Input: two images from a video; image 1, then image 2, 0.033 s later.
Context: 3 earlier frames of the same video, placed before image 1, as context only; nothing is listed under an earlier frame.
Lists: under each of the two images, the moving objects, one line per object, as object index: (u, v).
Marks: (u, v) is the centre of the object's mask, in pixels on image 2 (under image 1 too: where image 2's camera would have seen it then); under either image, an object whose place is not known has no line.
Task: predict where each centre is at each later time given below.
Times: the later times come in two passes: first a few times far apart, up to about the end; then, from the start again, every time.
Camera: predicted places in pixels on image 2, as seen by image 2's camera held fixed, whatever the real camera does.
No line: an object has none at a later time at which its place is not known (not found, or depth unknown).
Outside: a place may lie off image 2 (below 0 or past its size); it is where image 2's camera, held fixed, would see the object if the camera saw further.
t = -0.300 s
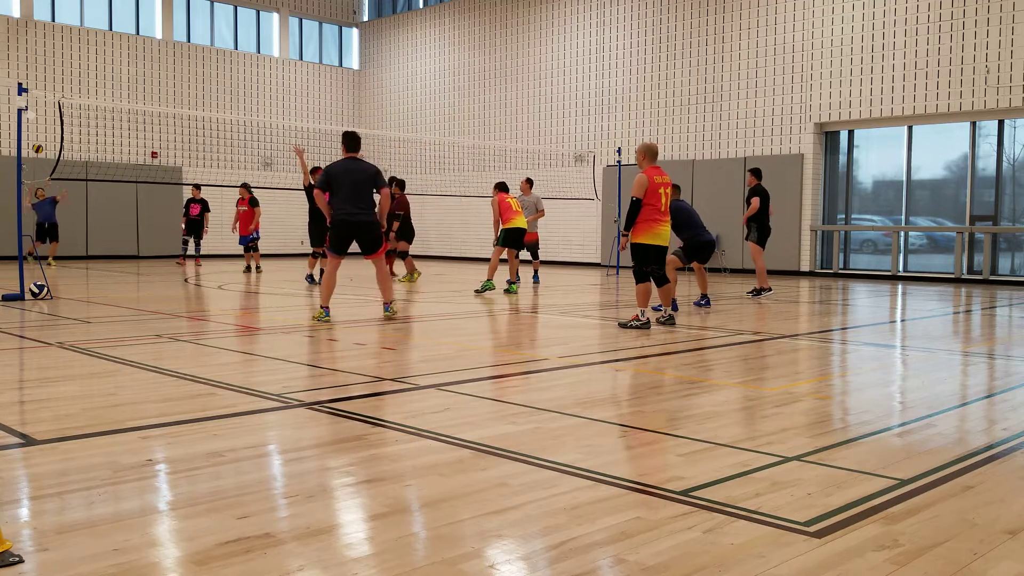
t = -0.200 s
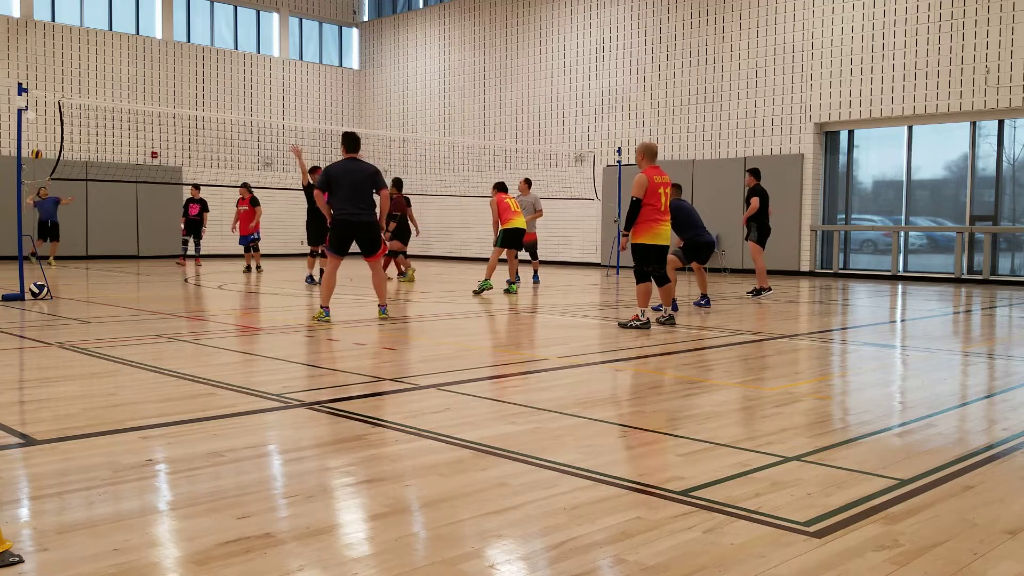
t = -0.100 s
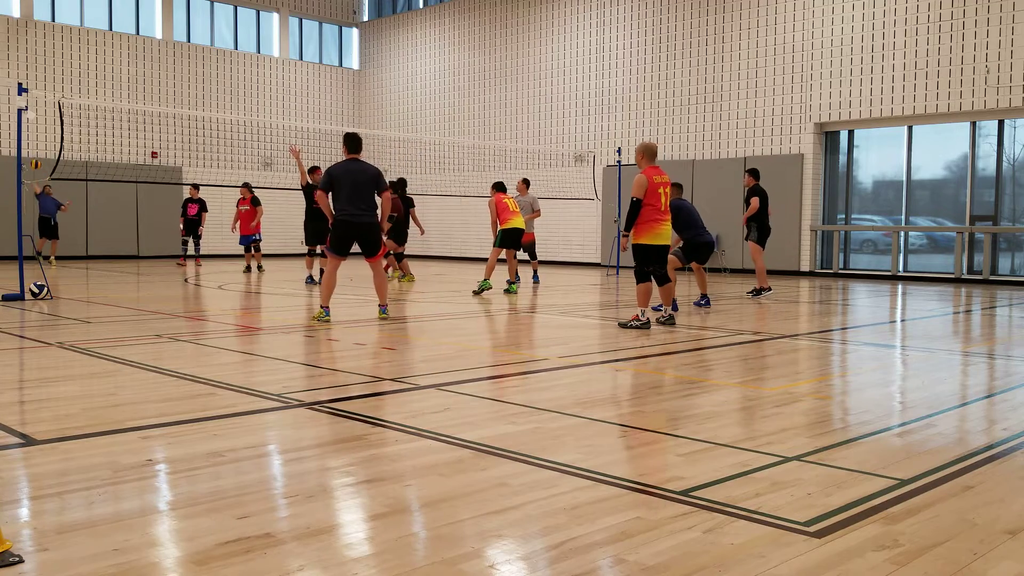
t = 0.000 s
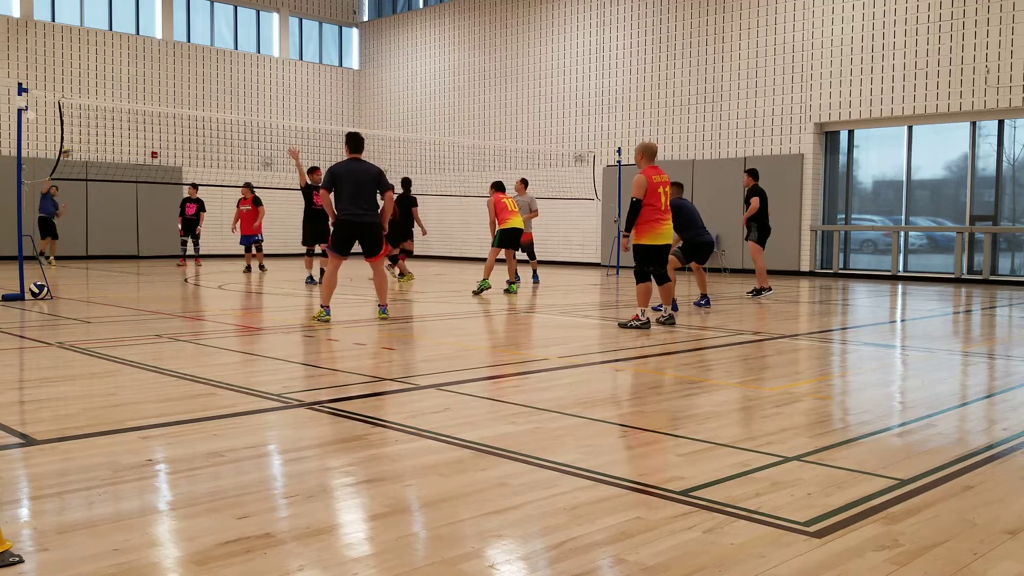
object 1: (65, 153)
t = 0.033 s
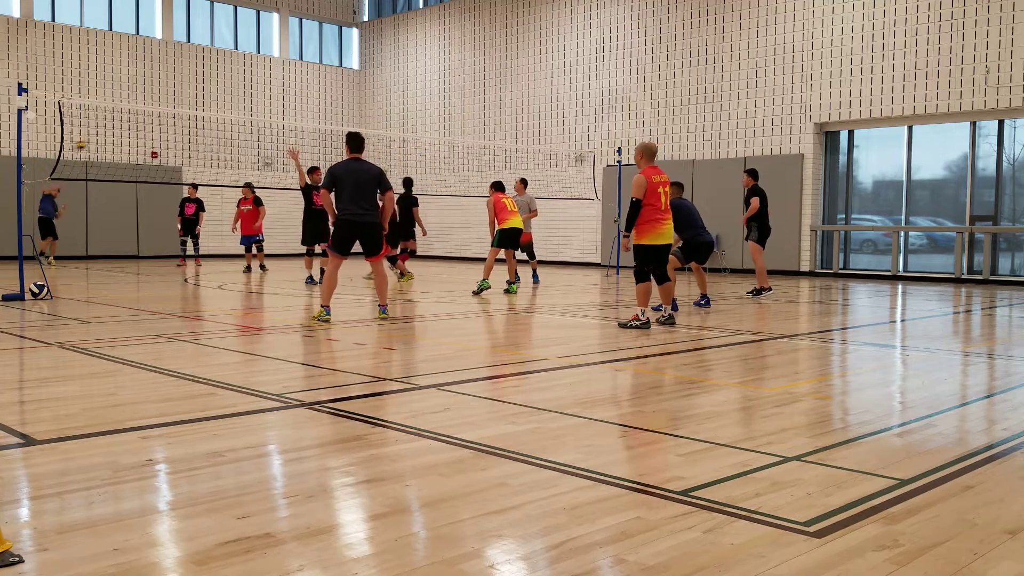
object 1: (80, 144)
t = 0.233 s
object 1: (176, 107)
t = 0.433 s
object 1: (287, 92)
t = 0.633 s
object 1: (412, 99)
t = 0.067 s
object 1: (95, 137)
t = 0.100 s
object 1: (110, 132)
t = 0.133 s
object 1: (126, 125)
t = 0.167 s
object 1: (142, 118)
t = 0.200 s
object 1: (159, 115)
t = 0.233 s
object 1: (176, 107)
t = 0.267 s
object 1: (195, 105)
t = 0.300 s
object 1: (212, 101)
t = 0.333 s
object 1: (230, 98)
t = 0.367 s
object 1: (248, 95)
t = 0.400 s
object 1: (267, 93)
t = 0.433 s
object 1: (287, 92)
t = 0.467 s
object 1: (307, 91)
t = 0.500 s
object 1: (327, 92)
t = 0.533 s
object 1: (348, 93)
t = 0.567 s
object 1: (368, 94)
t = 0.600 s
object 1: (390, 96)
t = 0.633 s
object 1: (412, 99)
